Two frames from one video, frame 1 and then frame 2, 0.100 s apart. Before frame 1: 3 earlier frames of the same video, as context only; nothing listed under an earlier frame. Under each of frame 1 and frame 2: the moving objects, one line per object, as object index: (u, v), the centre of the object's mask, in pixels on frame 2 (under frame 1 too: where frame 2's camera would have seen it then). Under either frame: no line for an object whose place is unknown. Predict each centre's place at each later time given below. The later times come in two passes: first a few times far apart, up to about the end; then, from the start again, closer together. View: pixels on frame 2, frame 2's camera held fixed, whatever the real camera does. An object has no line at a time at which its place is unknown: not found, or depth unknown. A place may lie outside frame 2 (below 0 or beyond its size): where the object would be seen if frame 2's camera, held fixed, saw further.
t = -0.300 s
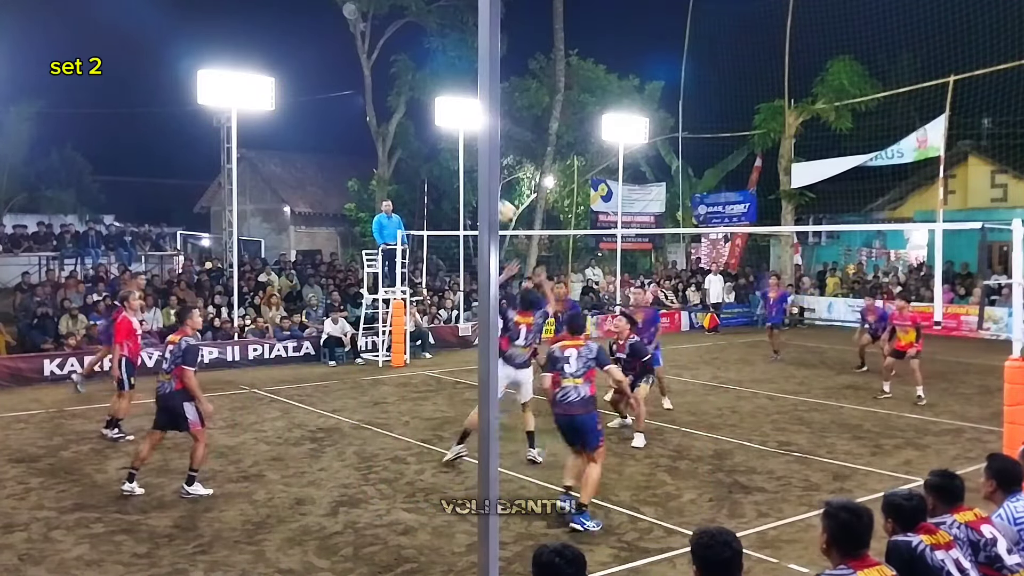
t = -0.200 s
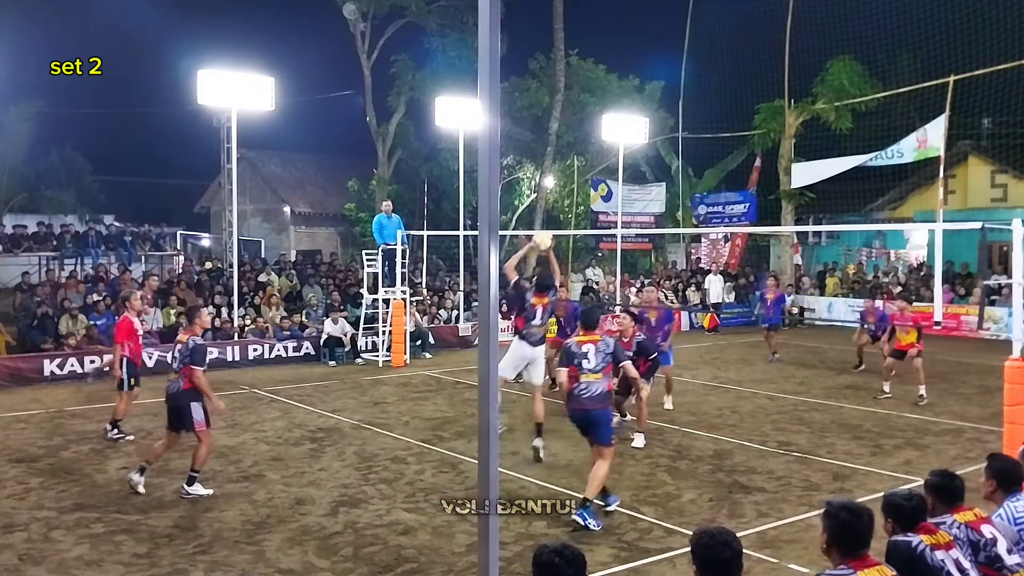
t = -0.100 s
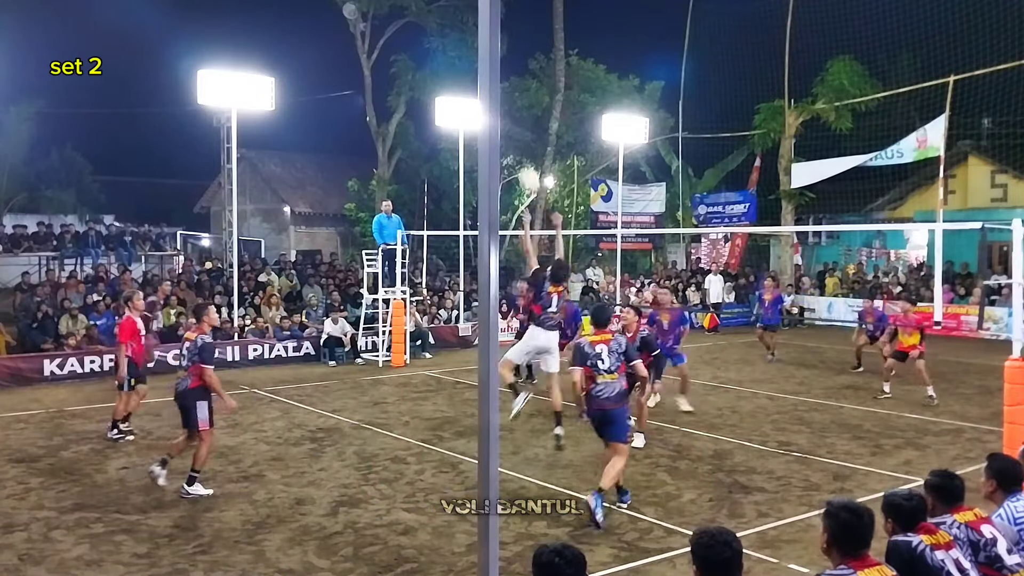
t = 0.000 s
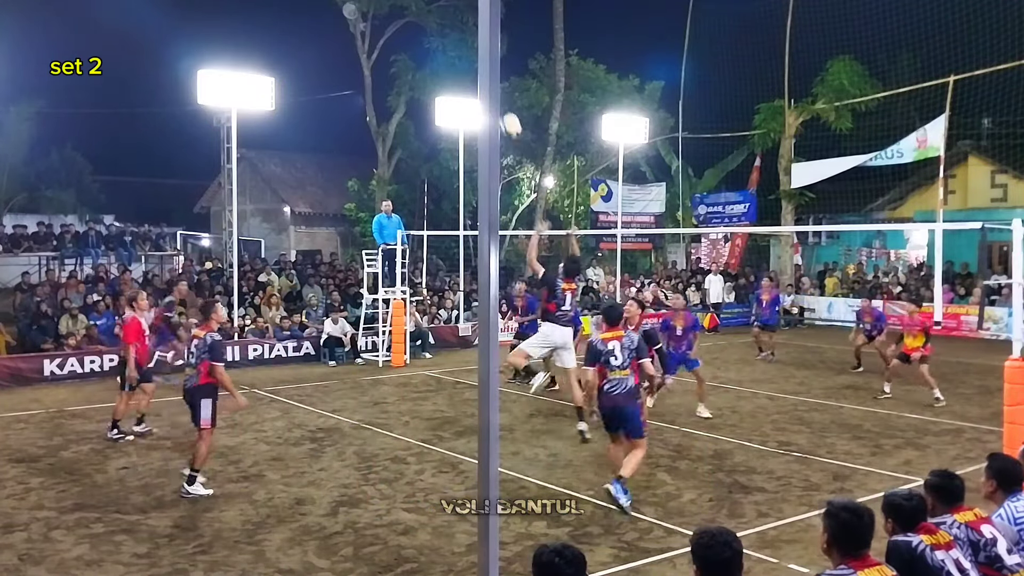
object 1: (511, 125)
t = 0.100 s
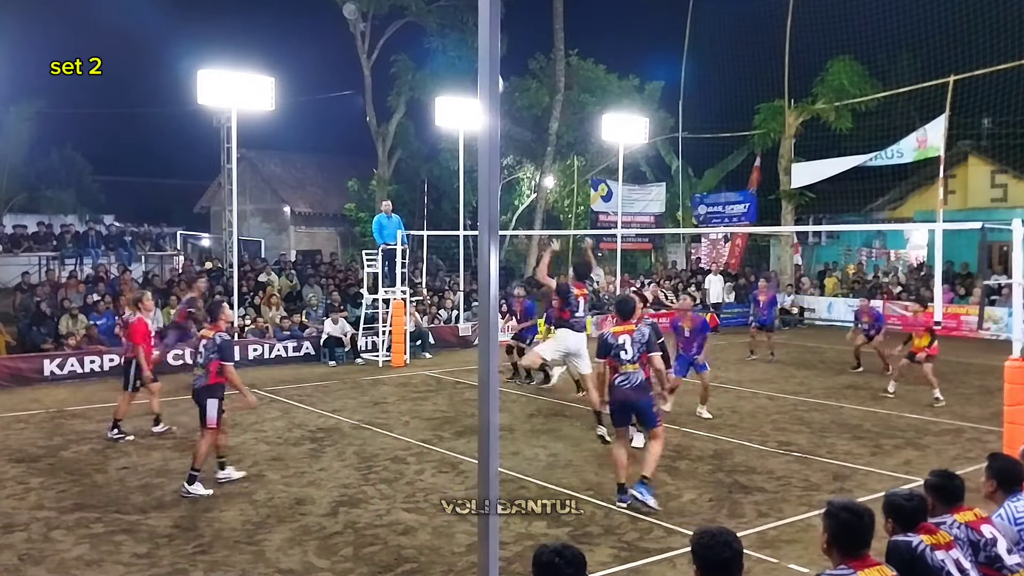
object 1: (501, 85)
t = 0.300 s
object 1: (462, 31)
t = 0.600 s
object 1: (422, 22)
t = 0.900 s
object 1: (389, 80)
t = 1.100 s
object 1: (369, 147)
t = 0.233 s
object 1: (471, 43)
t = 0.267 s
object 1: (467, 37)
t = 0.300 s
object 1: (462, 31)
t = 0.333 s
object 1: (457, 26)
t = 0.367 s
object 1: (453, 22)
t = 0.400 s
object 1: (448, 19)
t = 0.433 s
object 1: (443, 18)
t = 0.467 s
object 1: (439, 17)
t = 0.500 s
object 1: (434, 17)
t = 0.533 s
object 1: (430, 18)
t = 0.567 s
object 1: (426, 19)
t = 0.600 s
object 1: (422, 22)
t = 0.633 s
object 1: (418, 26)
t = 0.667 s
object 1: (414, 30)
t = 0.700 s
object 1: (410, 35)
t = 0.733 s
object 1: (407, 41)
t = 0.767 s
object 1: (403, 47)
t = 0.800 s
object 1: (399, 54)
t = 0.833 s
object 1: (396, 63)
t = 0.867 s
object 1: (392, 71)
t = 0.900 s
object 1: (389, 80)
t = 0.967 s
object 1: (382, 100)
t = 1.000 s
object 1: (379, 111)
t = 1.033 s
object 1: (376, 122)
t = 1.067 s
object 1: (373, 134)
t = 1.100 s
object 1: (369, 147)
